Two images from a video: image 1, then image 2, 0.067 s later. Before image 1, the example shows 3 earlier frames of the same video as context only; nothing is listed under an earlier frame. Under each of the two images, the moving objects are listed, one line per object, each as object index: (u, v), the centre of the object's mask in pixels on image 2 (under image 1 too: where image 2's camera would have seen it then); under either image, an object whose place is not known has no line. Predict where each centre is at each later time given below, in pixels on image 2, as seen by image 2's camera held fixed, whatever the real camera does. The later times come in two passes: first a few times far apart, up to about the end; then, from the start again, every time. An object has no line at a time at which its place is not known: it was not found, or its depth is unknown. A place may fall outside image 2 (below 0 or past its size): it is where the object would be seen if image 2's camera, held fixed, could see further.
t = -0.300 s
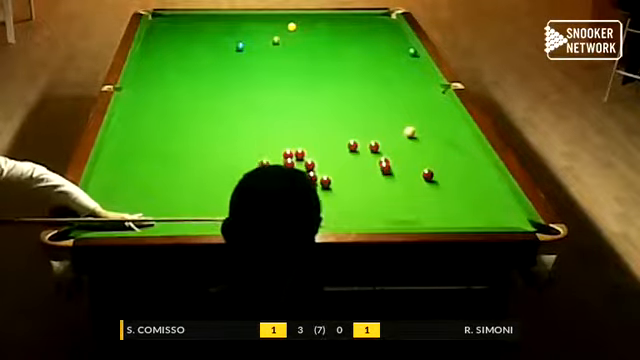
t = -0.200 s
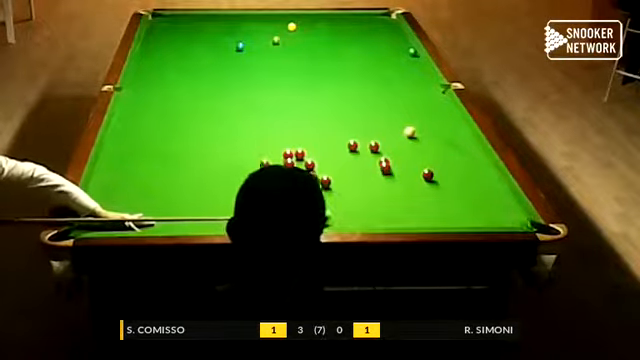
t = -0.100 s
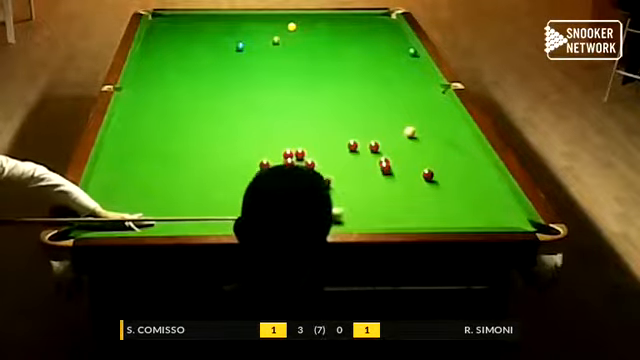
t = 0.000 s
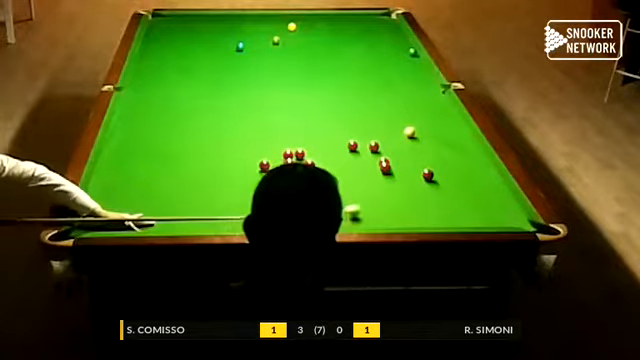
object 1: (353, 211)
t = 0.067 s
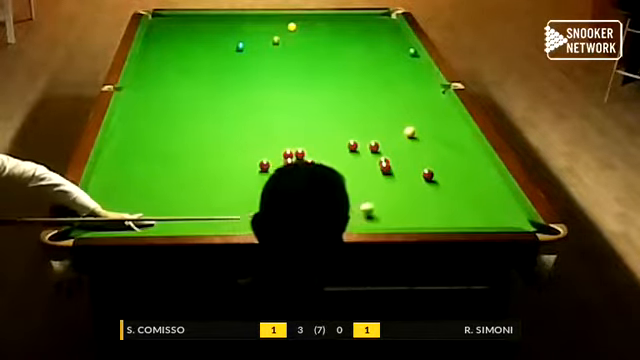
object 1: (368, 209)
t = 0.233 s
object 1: (413, 205)
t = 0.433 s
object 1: (470, 199)
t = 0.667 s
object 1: (481, 192)
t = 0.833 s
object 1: (450, 187)
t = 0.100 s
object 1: (376, 208)
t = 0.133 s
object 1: (386, 208)
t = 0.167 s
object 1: (394, 206)
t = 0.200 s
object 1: (404, 206)
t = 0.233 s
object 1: (413, 205)
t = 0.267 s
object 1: (422, 203)
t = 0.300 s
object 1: (432, 202)
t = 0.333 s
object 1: (442, 202)
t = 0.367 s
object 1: (451, 201)
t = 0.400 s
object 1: (460, 200)
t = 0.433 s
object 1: (470, 199)
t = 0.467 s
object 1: (479, 198)
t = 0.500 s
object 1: (488, 198)
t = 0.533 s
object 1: (497, 197)
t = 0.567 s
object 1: (504, 196)
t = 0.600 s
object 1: (497, 194)
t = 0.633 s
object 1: (489, 193)
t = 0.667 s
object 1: (481, 192)
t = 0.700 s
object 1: (474, 191)
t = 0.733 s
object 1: (468, 190)
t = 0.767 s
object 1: (462, 188)
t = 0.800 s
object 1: (455, 187)
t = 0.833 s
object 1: (450, 187)
